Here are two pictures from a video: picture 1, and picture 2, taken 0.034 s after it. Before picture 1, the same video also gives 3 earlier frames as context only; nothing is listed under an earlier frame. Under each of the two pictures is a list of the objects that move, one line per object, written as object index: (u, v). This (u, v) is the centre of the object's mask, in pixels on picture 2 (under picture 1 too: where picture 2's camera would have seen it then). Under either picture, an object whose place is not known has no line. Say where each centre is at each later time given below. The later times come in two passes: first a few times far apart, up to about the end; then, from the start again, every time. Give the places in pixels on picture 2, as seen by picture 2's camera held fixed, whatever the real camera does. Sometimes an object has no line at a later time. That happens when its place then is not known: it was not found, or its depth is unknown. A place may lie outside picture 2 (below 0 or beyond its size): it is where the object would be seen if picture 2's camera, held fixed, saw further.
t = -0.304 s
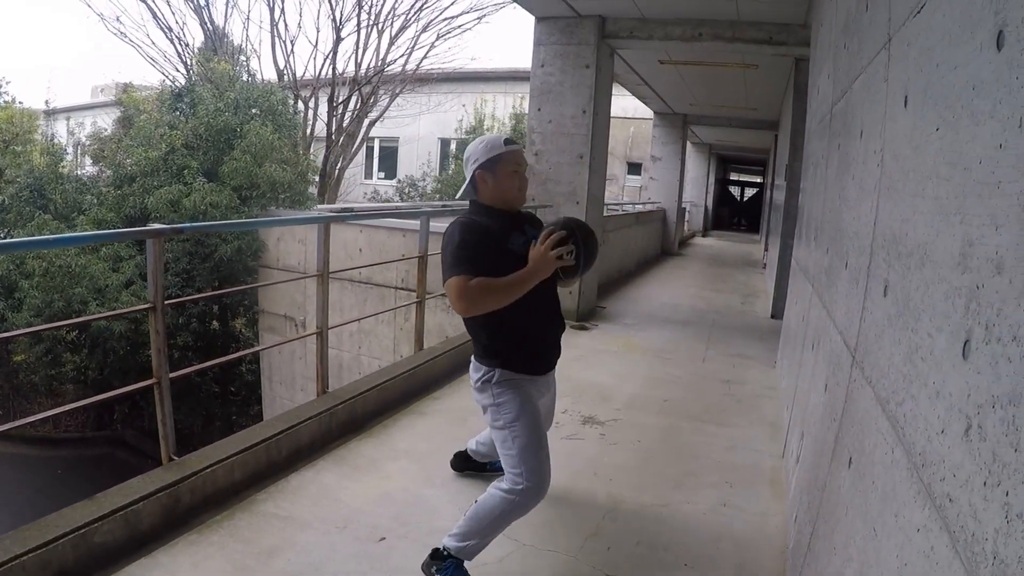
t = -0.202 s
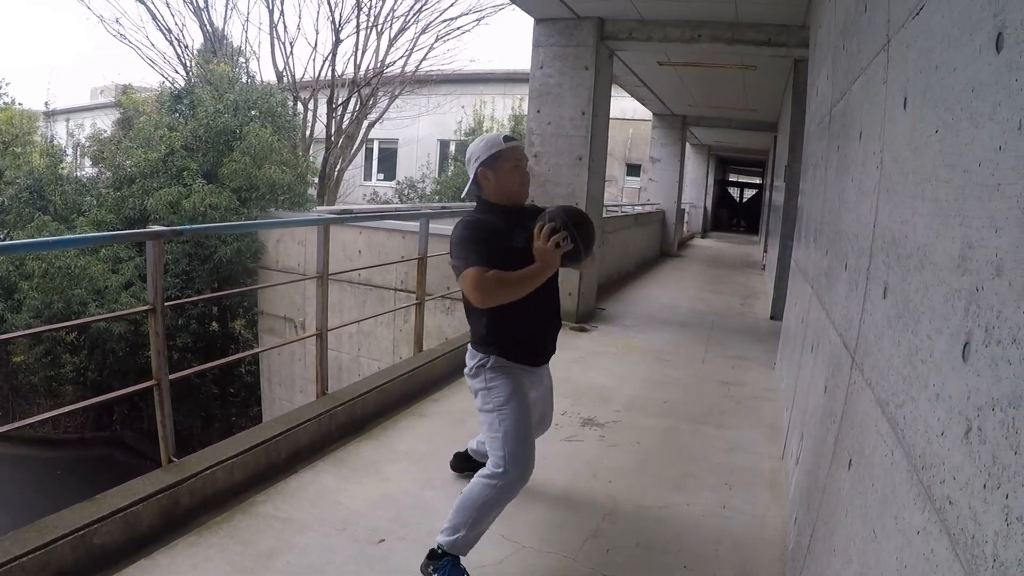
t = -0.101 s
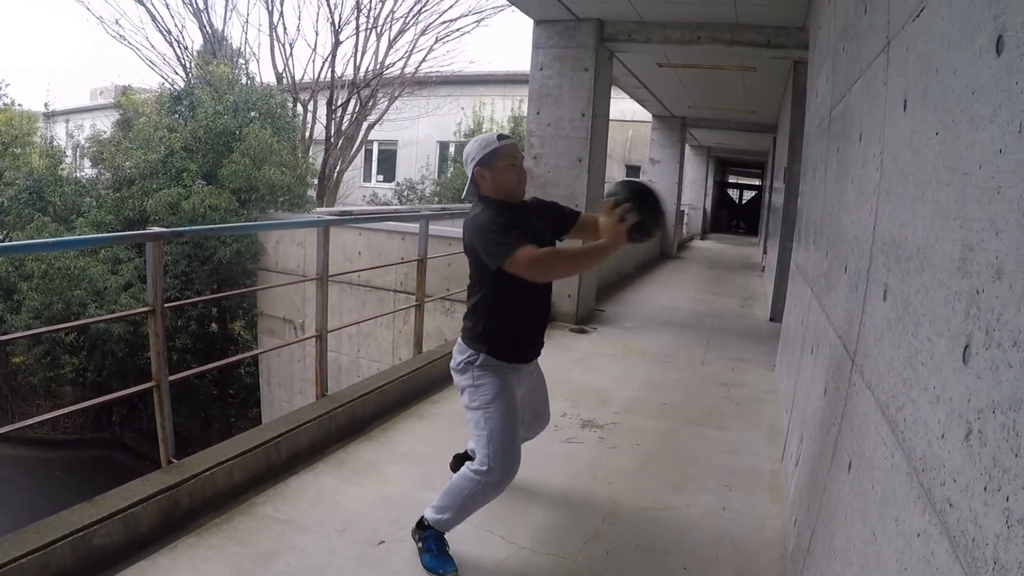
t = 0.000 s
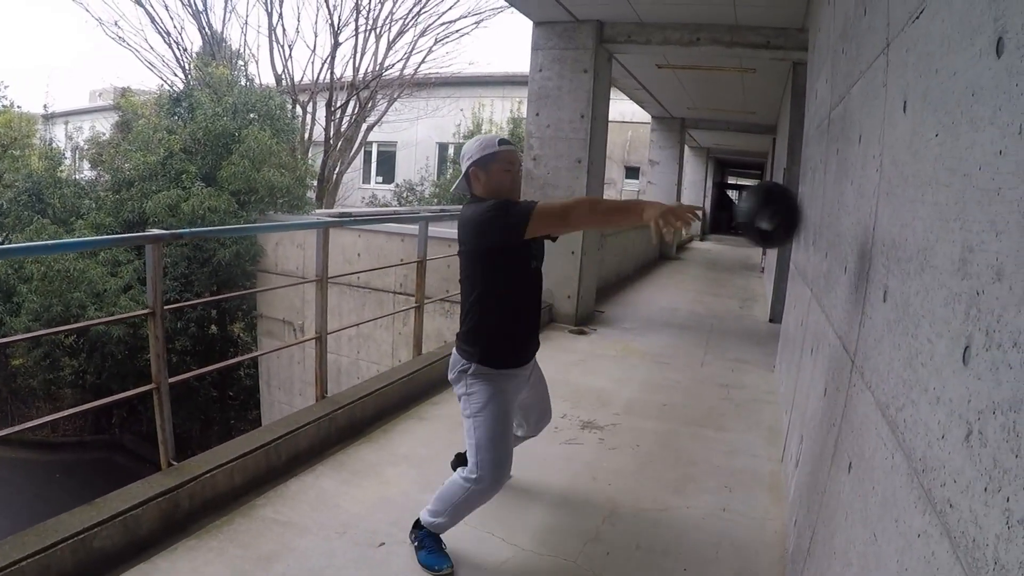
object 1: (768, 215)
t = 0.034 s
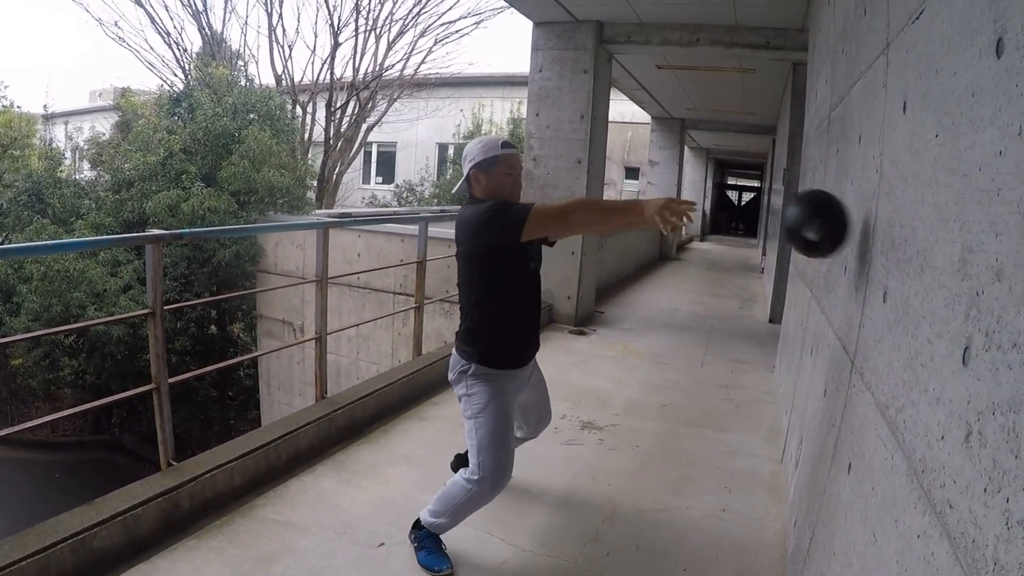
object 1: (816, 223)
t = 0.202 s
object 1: (805, 265)
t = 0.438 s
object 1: (712, 457)
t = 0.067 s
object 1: (844, 231)
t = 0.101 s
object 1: (835, 233)
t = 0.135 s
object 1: (825, 240)
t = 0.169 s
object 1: (816, 251)
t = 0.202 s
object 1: (805, 265)
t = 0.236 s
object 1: (793, 283)
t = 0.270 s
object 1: (781, 305)
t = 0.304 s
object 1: (769, 330)
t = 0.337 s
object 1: (756, 357)
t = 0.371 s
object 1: (742, 388)
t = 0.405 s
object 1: (728, 422)
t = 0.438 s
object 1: (712, 457)
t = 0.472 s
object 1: (697, 494)
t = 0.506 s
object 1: (681, 532)
